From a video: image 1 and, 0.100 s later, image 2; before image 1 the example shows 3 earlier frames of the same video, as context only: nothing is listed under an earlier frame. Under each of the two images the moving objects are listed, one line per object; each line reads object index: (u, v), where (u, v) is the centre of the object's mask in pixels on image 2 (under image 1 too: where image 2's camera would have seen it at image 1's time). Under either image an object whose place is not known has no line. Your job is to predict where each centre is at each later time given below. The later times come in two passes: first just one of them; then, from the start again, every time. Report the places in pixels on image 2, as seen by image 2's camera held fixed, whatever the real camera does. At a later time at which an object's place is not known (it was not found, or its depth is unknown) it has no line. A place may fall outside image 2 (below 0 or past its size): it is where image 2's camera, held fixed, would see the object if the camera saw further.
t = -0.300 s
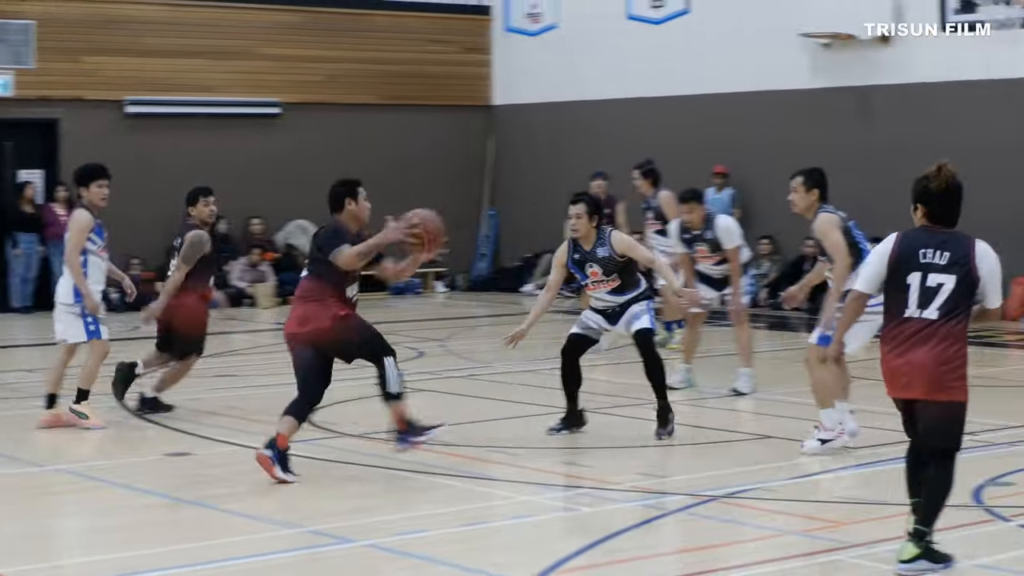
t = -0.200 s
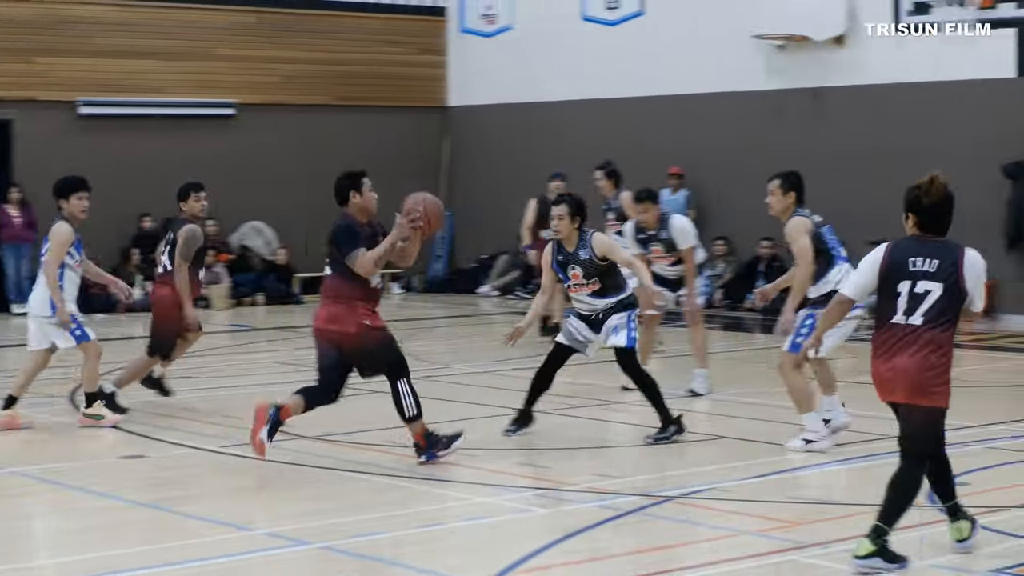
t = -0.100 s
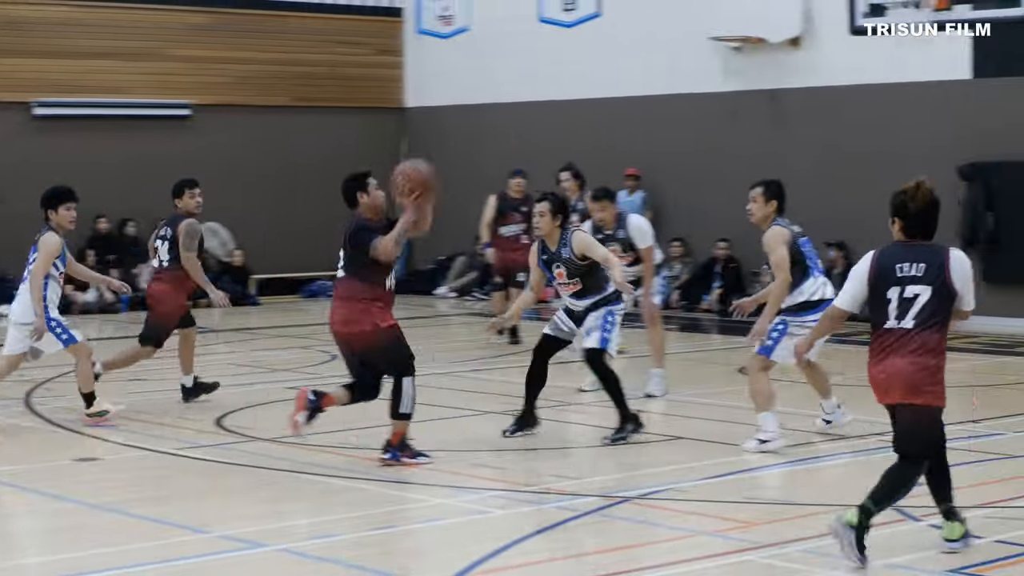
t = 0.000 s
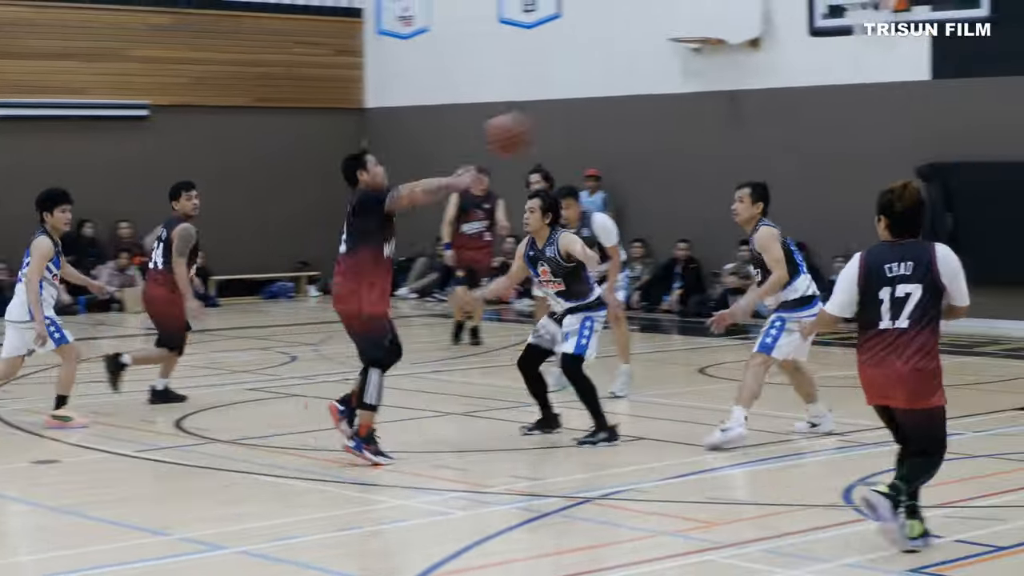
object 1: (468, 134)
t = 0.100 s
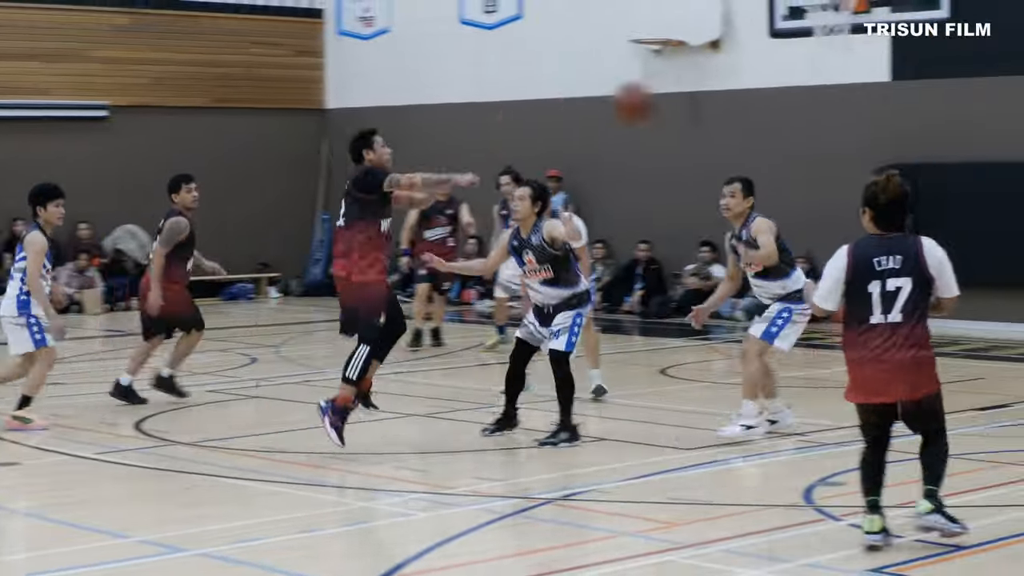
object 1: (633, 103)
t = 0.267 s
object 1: (905, 76)
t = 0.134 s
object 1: (686, 95)
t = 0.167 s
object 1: (742, 87)
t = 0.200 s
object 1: (796, 83)
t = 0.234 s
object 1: (851, 80)
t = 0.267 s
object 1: (905, 76)
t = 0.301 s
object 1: (956, 75)
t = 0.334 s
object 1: (1009, 79)
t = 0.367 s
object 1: (1061, 85)
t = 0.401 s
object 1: (1117, 89)
